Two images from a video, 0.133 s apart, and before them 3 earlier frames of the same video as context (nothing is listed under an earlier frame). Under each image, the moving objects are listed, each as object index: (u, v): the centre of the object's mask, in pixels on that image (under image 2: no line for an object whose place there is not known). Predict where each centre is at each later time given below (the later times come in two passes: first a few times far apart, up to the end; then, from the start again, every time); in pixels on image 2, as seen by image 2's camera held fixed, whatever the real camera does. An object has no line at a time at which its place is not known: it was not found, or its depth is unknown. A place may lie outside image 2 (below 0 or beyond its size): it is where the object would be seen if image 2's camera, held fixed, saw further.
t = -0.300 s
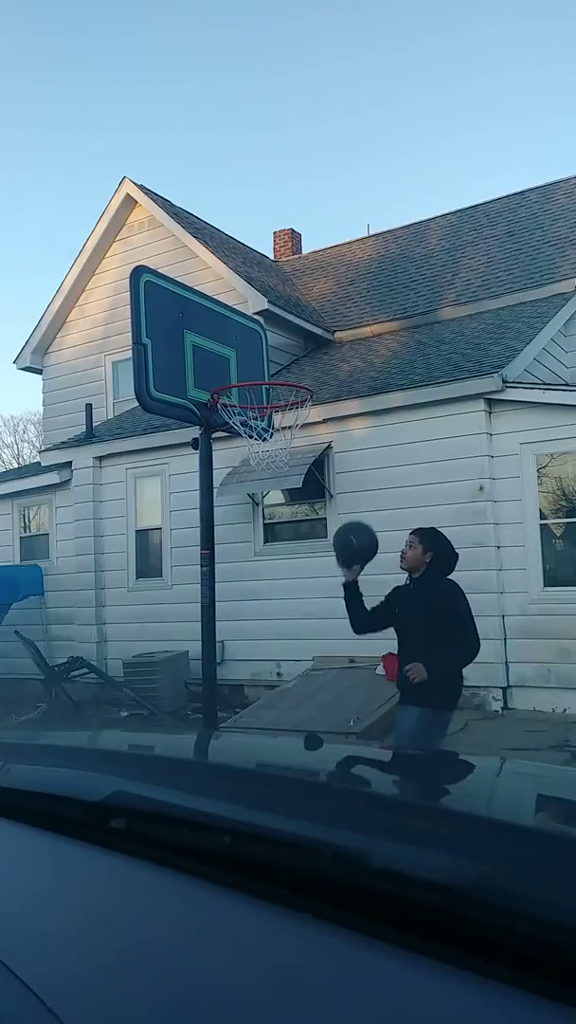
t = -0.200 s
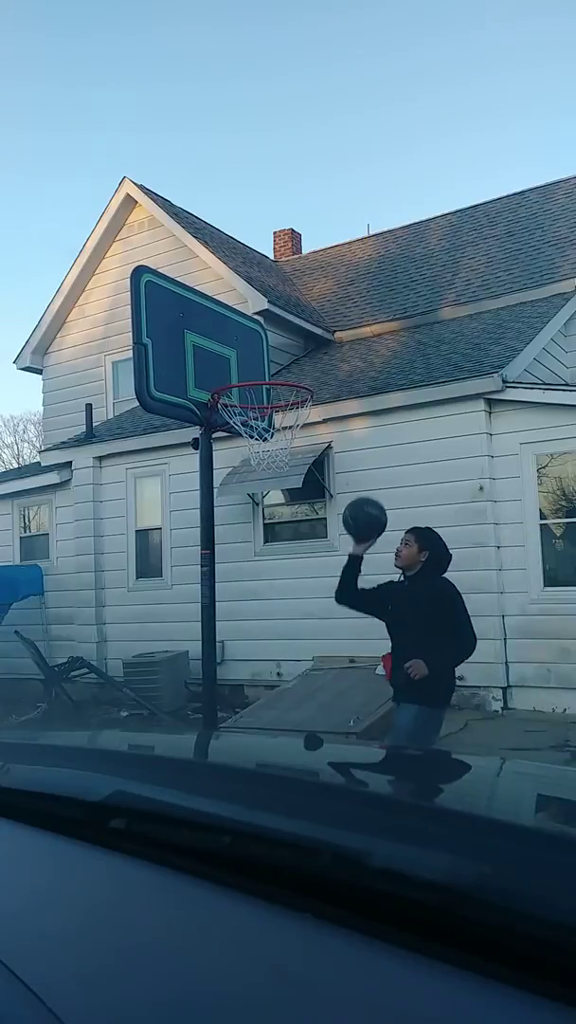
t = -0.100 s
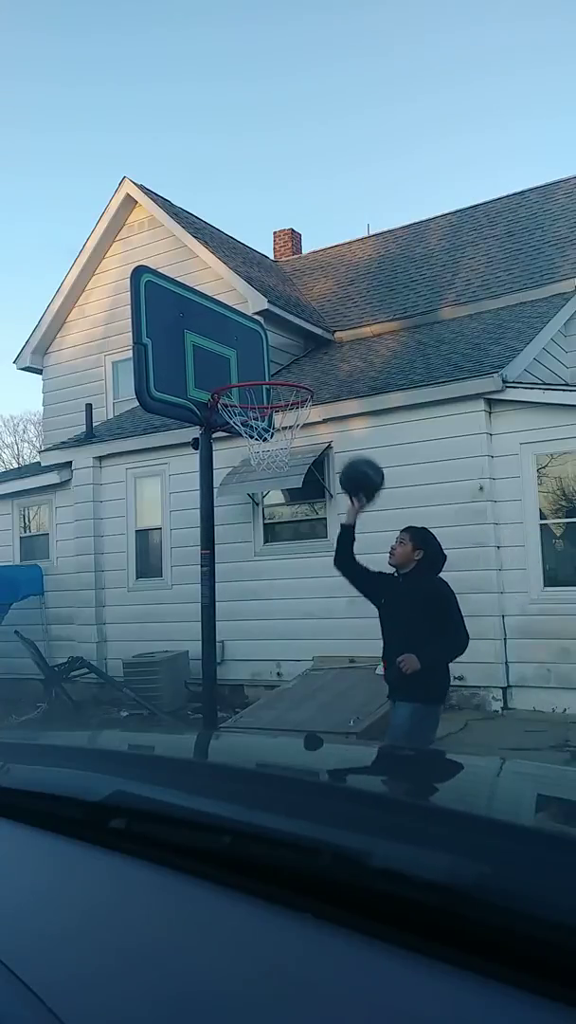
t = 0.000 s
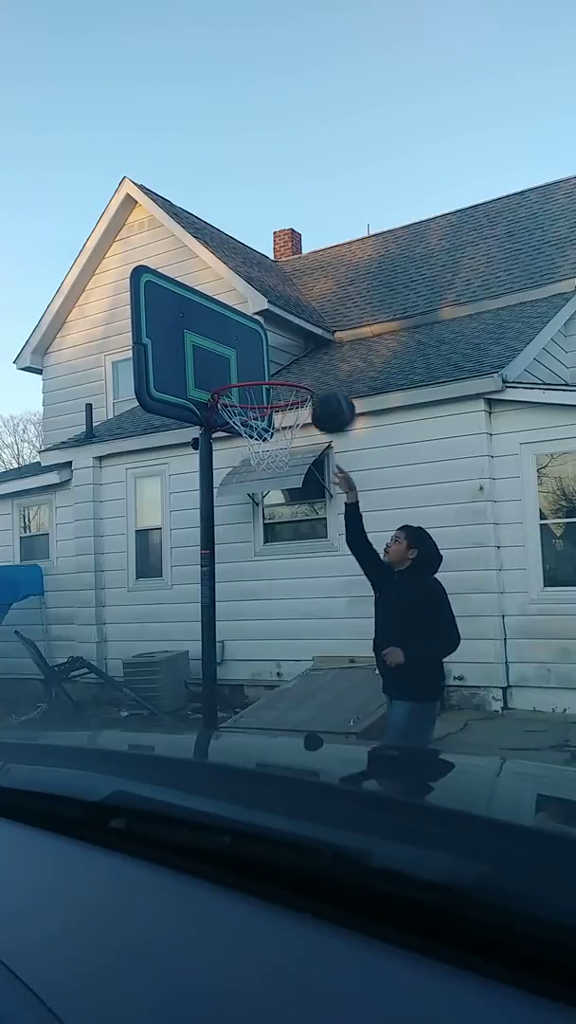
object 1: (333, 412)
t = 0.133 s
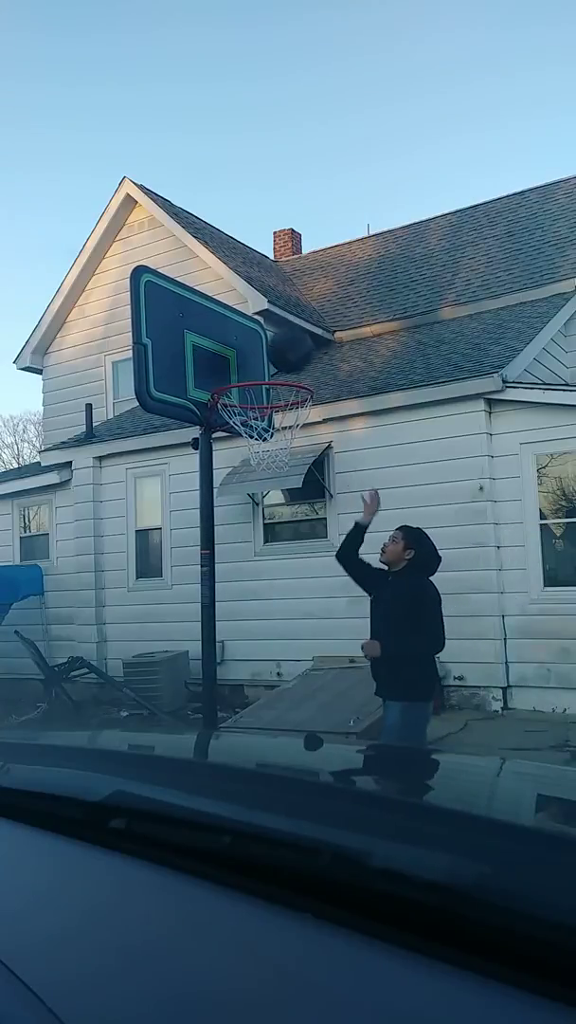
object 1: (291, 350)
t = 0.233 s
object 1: (261, 325)
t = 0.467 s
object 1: (251, 356)
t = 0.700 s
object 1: (261, 424)
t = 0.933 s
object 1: (288, 435)
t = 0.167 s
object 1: (281, 340)
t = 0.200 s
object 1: (268, 331)
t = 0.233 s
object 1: (261, 325)
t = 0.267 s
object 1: (259, 323)
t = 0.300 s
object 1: (257, 323)
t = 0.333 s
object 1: (256, 326)
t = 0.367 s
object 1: (254, 330)
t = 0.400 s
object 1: (254, 336)
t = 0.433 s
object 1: (253, 346)
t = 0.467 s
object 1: (251, 356)
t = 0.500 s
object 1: (249, 365)
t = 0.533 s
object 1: (246, 379)
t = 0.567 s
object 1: (252, 392)
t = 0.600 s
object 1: (253, 397)
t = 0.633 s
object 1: (256, 405)
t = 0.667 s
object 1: (258, 412)
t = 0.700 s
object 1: (261, 424)
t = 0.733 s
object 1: (268, 430)
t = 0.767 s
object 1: (273, 430)
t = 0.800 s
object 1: (276, 430)
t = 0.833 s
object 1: (280, 427)
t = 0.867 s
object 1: (284, 428)
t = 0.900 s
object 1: (287, 431)
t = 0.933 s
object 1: (288, 435)
